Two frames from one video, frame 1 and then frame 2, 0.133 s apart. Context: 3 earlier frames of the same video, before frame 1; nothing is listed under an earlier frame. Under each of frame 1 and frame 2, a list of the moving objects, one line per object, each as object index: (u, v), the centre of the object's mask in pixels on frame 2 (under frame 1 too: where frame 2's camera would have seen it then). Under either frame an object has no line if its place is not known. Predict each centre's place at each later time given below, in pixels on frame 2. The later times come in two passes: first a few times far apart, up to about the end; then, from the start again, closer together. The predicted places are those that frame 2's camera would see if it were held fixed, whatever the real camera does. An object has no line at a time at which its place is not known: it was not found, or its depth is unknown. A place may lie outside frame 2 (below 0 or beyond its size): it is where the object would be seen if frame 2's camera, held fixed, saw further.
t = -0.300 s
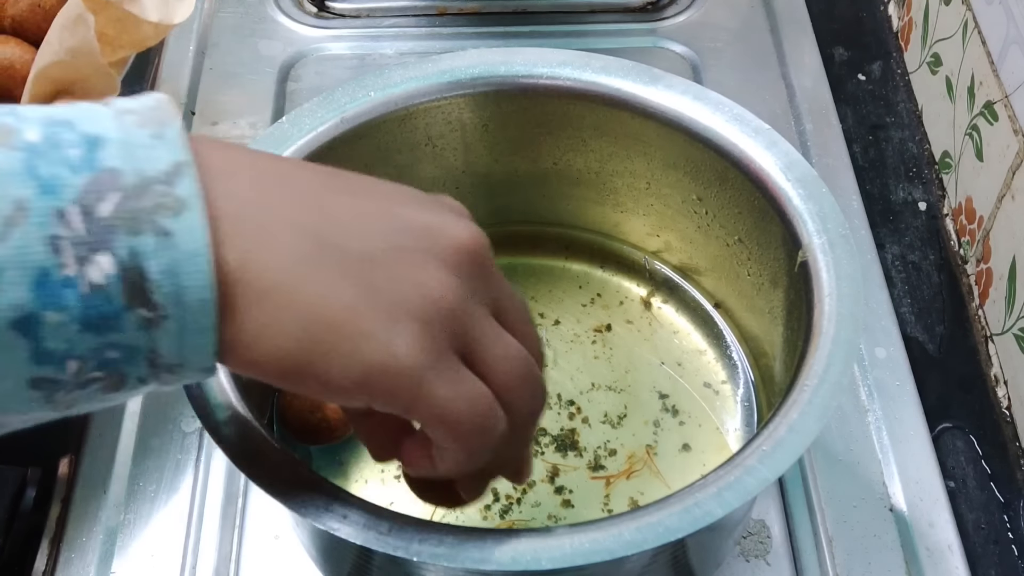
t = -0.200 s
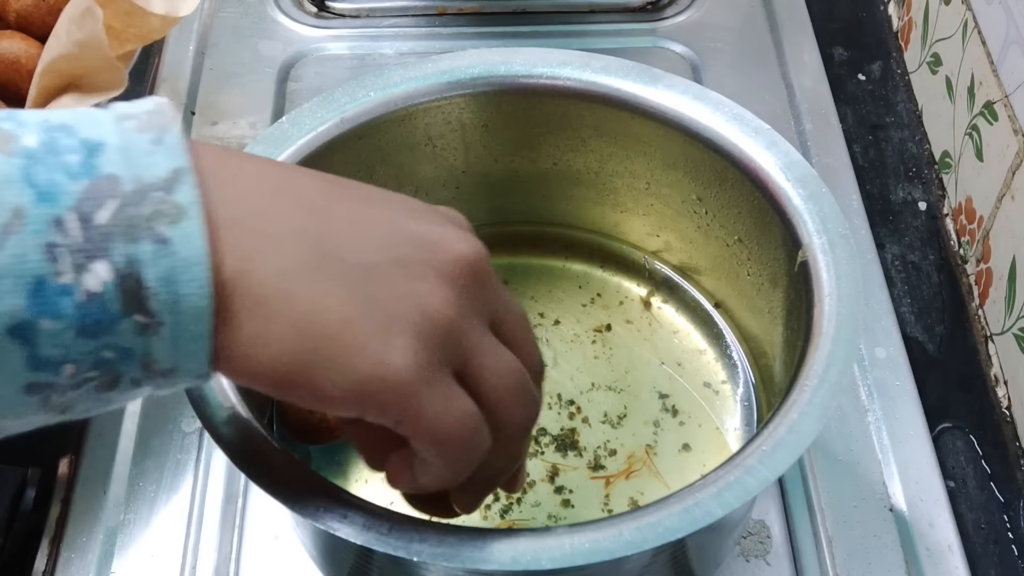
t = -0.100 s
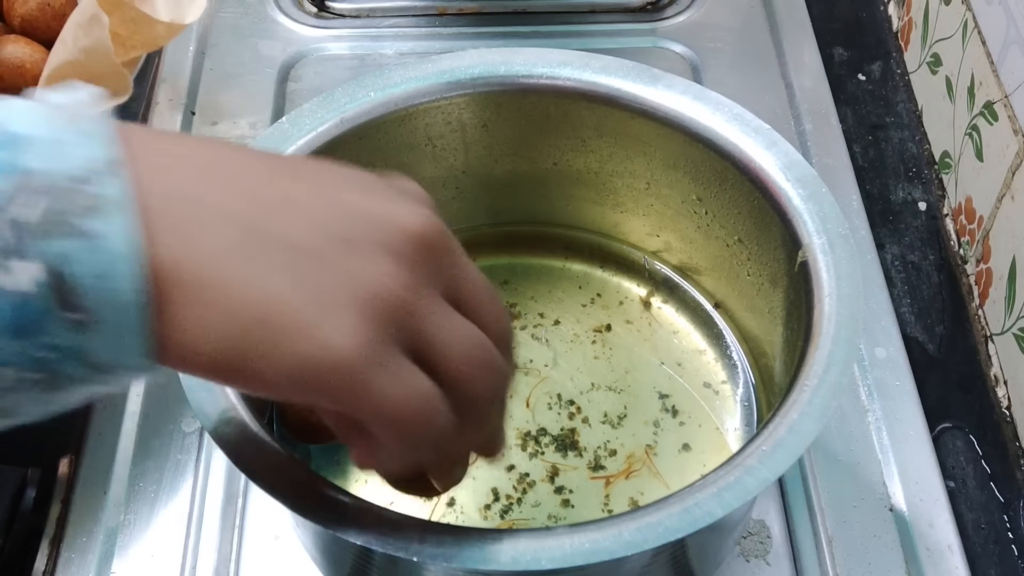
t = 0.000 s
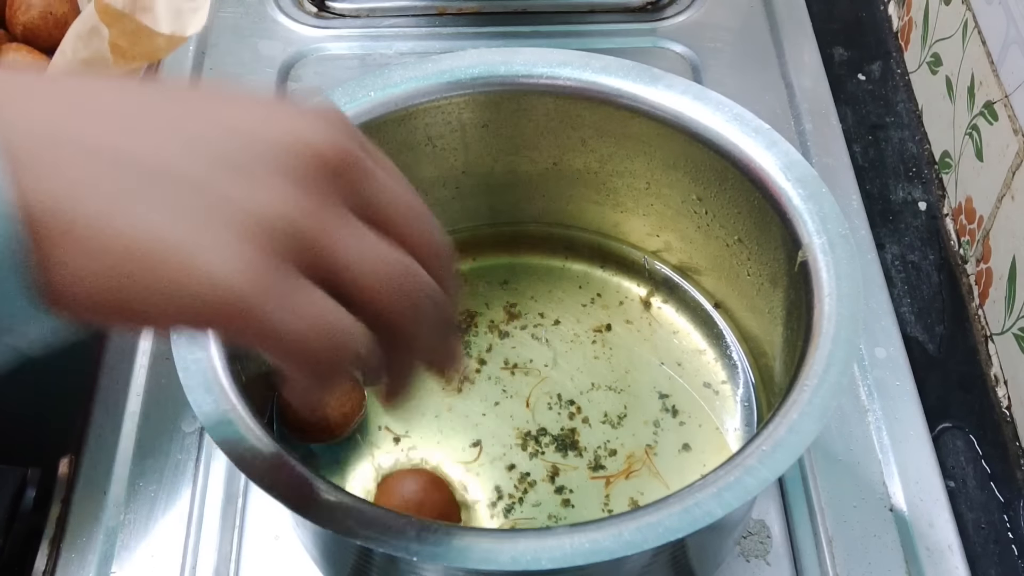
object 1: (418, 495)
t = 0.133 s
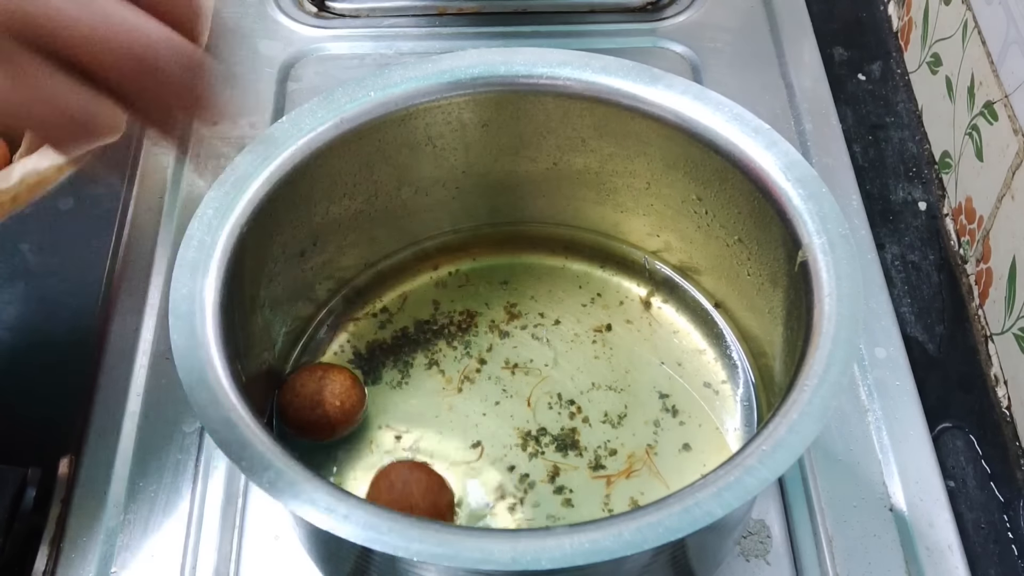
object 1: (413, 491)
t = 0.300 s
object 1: (410, 482)
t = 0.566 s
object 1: (402, 469)
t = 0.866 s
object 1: (396, 452)
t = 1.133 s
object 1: (396, 438)
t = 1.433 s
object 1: (395, 436)
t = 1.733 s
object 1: (398, 431)
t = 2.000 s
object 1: (398, 430)
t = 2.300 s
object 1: (398, 431)
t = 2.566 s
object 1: (399, 428)
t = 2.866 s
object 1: (398, 429)
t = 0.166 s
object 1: (411, 488)
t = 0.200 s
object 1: (410, 486)
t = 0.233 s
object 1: (409, 485)
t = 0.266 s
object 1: (409, 483)
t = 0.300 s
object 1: (410, 482)
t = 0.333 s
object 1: (408, 481)
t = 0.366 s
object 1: (408, 480)
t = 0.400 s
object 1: (407, 478)
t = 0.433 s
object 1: (406, 477)
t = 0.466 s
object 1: (405, 475)
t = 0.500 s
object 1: (404, 473)
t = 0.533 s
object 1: (403, 471)
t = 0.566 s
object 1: (402, 469)
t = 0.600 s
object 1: (401, 467)
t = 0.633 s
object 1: (400, 465)
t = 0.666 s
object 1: (400, 463)
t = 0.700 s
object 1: (399, 461)
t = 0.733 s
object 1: (398, 459)
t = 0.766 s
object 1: (397, 457)
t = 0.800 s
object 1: (397, 455)
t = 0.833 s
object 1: (397, 454)
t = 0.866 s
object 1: (396, 452)
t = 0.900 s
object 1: (396, 450)
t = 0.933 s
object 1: (396, 448)
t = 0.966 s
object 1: (396, 446)
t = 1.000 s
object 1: (396, 444)
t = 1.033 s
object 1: (396, 443)
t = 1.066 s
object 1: (396, 441)
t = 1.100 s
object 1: (396, 440)
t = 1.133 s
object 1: (396, 438)
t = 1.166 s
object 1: (395, 437)
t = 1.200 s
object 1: (395, 436)
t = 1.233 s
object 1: (395, 436)
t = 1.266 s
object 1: (395, 436)
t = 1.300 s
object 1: (395, 436)
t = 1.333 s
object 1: (395, 436)
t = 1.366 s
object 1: (395, 436)
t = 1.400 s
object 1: (395, 436)
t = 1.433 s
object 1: (395, 436)
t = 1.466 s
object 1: (396, 435)
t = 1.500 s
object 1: (396, 435)
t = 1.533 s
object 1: (396, 434)
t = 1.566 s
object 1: (396, 434)
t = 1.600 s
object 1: (397, 433)
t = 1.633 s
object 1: (397, 433)
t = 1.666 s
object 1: (398, 432)
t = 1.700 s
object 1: (398, 432)
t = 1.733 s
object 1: (398, 431)
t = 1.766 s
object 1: (398, 431)
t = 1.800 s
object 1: (399, 430)
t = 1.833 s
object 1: (399, 430)
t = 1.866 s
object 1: (398, 430)
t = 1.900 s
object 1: (399, 430)
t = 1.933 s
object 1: (398, 430)
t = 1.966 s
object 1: (398, 430)
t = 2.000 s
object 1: (398, 430)
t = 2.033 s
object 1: (398, 430)
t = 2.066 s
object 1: (398, 430)
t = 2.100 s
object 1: (398, 430)
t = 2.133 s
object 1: (398, 430)
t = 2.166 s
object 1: (398, 431)
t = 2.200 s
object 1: (398, 431)
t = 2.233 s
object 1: (398, 431)
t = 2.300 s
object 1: (398, 431)
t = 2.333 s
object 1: (398, 430)
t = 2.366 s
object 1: (398, 430)
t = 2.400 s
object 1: (398, 429)
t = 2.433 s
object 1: (399, 429)
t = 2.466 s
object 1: (399, 429)
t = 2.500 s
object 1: (399, 428)
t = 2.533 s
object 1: (399, 428)
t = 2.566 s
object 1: (399, 428)
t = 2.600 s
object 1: (399, 428)
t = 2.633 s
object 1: (399, 428)
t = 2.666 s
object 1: (399, 428)
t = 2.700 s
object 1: (399, 428)
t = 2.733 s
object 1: (399, 429)
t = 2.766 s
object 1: (399, 429)
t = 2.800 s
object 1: (398, 429)
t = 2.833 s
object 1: (398, 429)
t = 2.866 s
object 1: (398, 429)
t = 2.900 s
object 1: (398, 429)
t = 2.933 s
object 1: (398, 429)
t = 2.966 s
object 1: (398, 429)
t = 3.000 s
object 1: (398, 429)
